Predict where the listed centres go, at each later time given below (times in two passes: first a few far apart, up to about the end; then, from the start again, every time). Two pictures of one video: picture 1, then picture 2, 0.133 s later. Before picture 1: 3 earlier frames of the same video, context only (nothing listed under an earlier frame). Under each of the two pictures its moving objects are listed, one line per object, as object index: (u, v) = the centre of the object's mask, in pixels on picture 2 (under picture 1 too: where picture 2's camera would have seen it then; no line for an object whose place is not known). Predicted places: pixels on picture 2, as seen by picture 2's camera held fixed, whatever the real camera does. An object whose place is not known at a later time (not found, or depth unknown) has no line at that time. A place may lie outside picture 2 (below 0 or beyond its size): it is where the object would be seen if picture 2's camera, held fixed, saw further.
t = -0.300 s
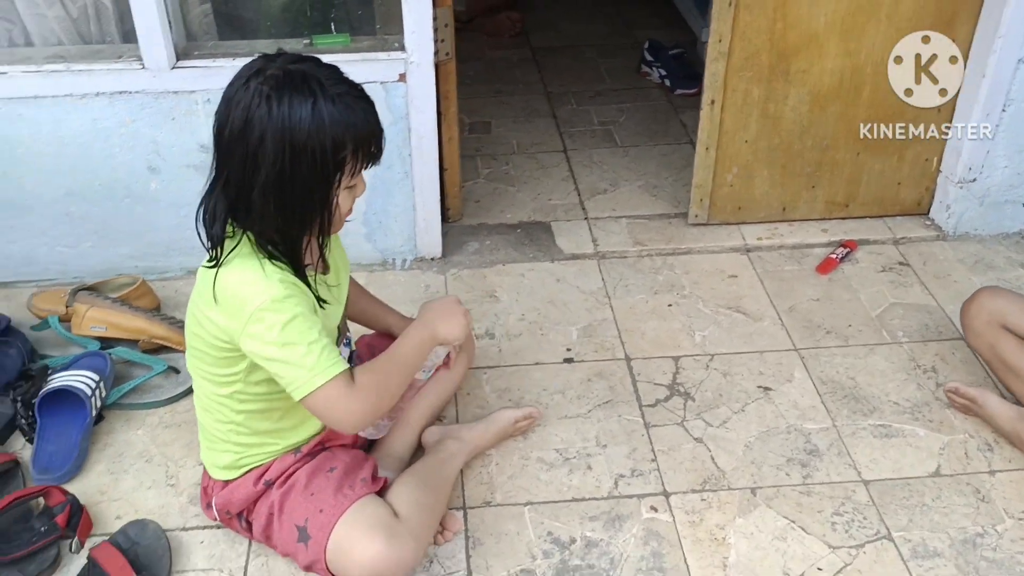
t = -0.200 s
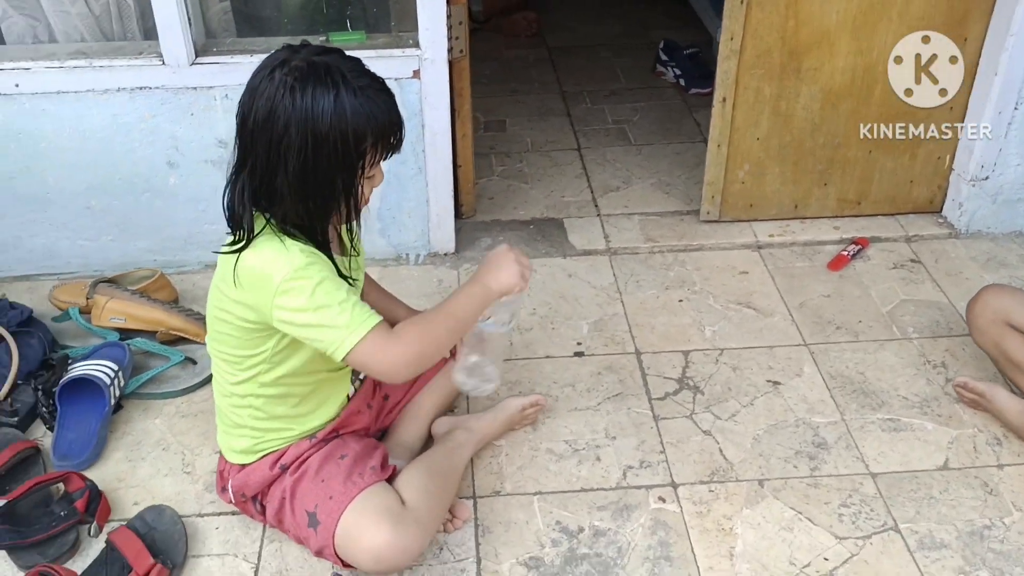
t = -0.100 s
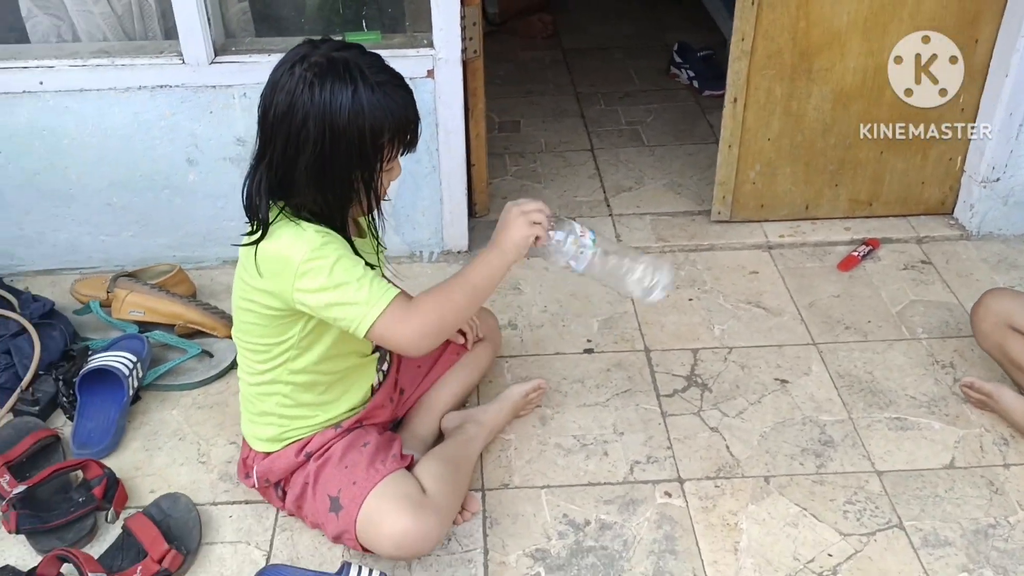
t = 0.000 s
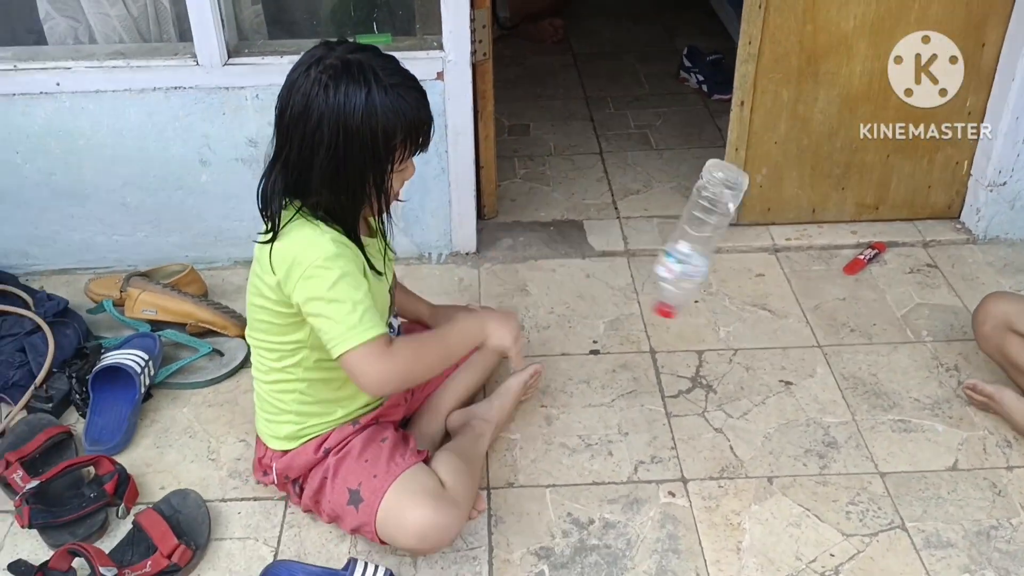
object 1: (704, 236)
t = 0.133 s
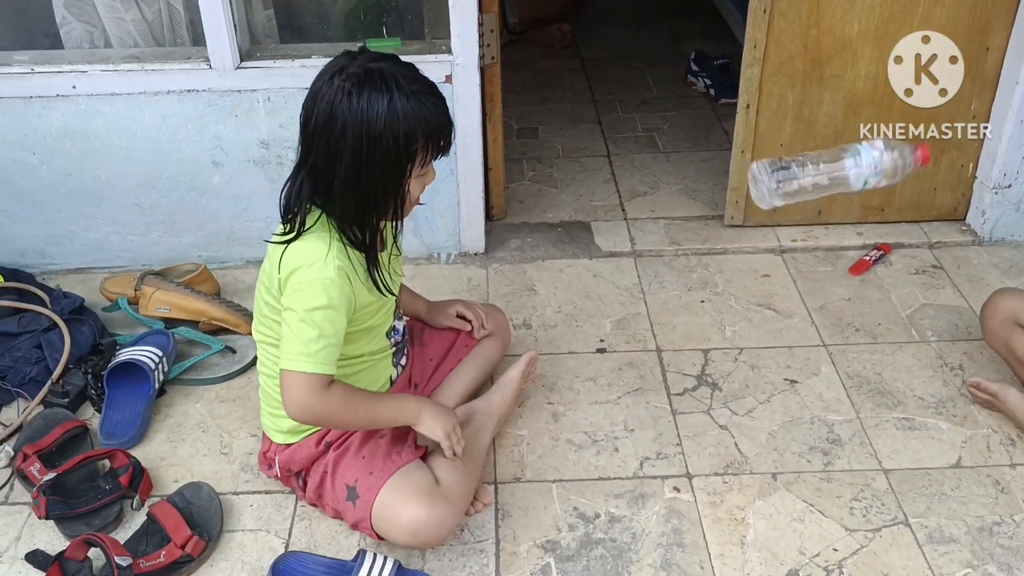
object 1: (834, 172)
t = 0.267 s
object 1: (825, 237)
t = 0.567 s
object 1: (837, 455)
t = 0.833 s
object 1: (852, 476)
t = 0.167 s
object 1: (843, 165)
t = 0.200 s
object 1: (840, 174)
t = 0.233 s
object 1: (833, 199)
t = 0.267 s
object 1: (825, 237)
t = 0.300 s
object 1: (821, 288)
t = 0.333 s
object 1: (823, 341)
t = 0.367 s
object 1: (823, 396)
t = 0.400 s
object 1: (829, 433)
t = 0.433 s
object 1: (834, 433)
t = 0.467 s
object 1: (837, 434)
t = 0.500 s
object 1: (834, 441)
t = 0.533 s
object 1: (836, 452)
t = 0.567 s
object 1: (837, 455)
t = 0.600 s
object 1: (838, 458)
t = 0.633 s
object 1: (842, 459)
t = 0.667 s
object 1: (843, 461)
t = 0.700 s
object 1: (844, 464)
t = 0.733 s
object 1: (845, 466)
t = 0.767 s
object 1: (847, 470)
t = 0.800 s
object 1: (851, 473)
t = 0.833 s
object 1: (852, 476)
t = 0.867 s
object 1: (855, 477)
